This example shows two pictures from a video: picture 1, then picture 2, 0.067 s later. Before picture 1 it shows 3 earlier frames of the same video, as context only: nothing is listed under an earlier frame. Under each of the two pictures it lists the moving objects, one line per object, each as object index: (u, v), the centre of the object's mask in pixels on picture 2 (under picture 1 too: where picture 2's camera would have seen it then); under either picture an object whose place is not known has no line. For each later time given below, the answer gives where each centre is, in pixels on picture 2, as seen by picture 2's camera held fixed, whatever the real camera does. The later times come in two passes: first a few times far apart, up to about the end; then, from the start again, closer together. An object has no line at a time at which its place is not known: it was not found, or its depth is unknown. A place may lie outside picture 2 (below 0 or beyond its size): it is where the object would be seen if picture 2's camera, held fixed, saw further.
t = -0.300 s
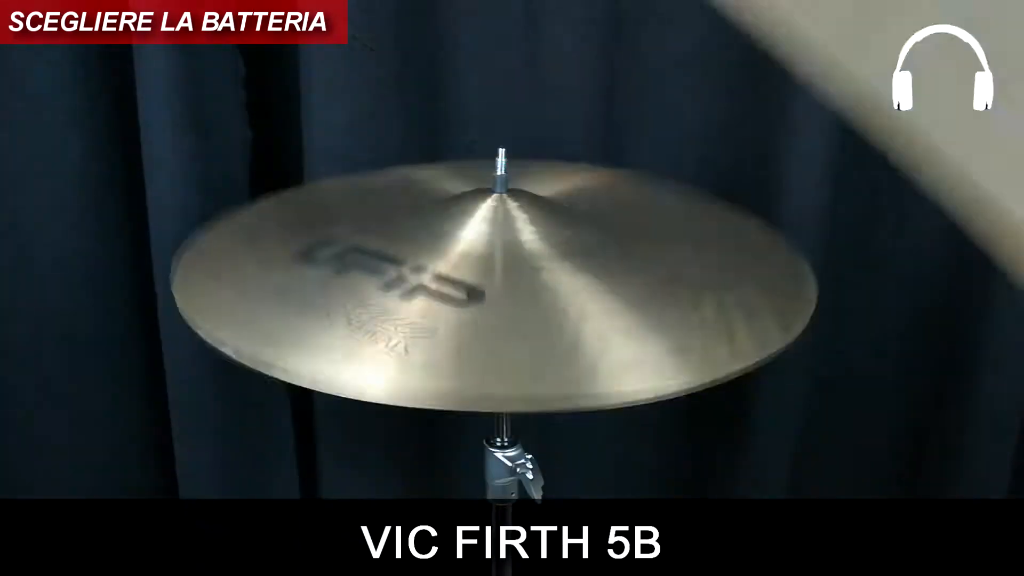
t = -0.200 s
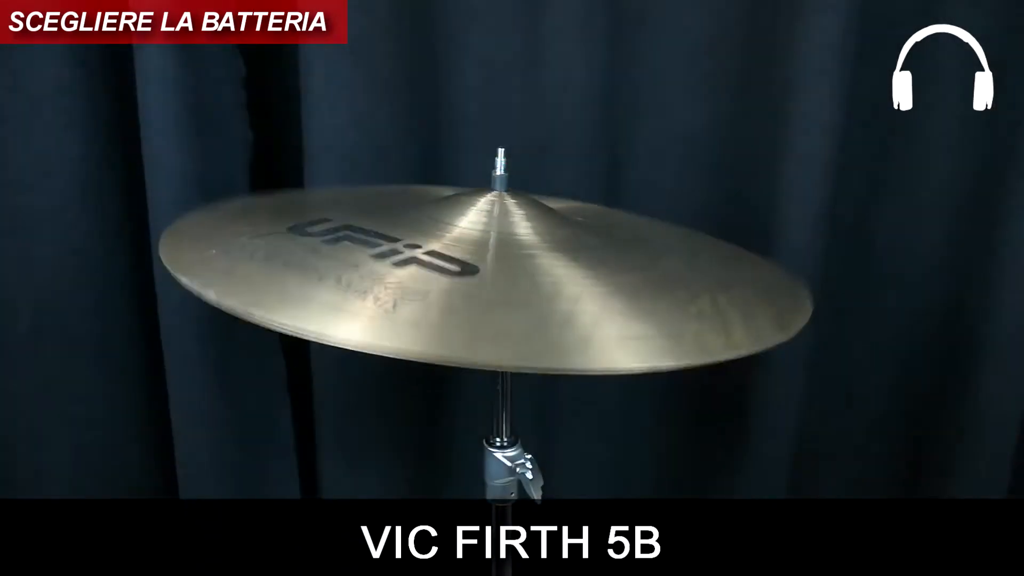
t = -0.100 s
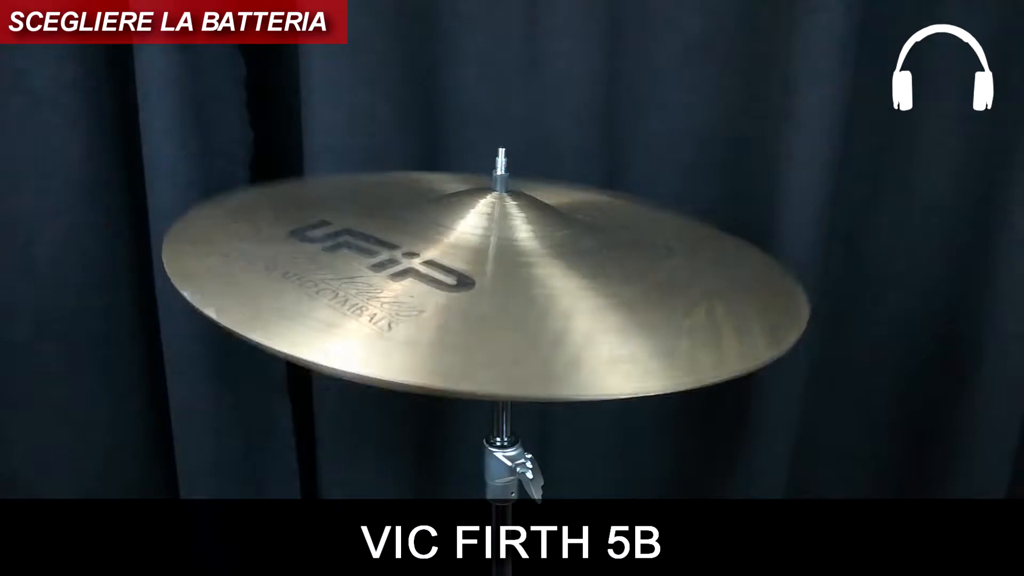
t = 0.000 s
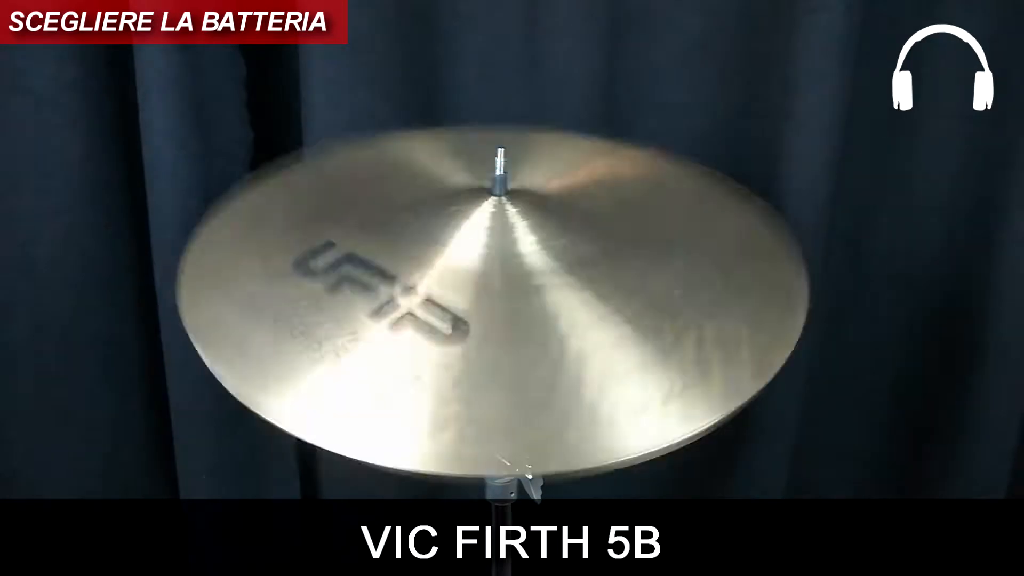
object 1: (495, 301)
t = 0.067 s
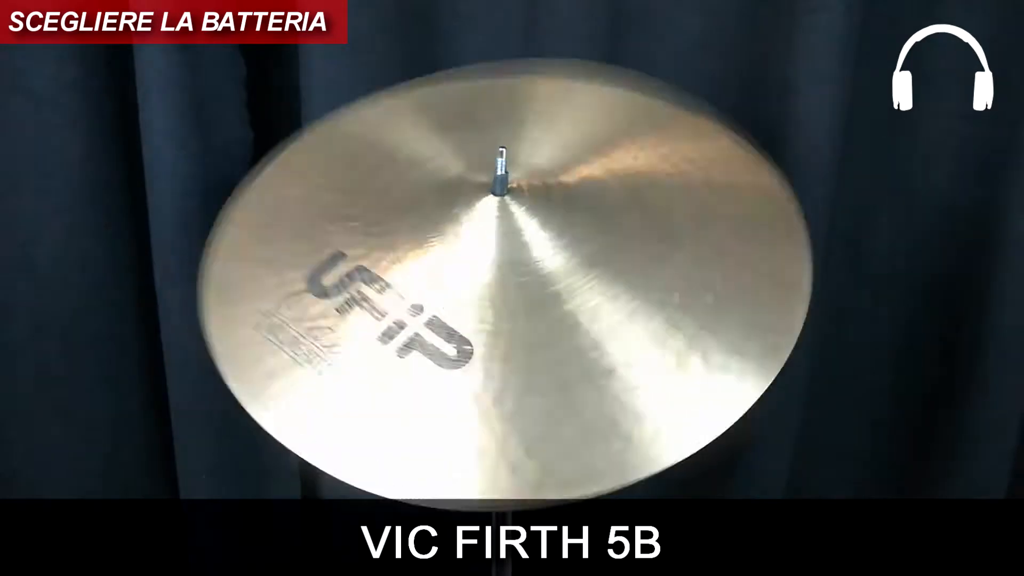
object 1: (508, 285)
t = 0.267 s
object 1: (516, 288)
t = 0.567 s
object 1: (477, 281)
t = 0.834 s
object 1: (512, 294)
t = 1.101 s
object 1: (498, 294)
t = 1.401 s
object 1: (495, 296)
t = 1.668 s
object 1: (503, 293)
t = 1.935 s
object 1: (496, 295)
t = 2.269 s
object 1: (500, 295)
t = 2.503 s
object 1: (498, 296)
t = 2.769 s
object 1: (499, 296)
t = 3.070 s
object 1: (498, 295)
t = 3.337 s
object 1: (498, 295)
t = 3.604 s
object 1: (498, 295)
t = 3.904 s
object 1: (498, 296)
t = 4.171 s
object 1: (498, 296)
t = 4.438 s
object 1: (498, 295)
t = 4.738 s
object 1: (498, 295)
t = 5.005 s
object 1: (498, 295)
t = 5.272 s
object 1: (498, 296)
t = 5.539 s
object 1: (498, 296)
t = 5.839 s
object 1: (499, 295)
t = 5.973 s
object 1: (499, 295)
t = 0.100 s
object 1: (514, 278)
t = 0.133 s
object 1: (518, 273)
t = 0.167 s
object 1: (521, 270)
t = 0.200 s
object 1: (523, 277)
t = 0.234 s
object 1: (520, 284)
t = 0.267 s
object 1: (516, 288)
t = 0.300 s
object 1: (511, 290)
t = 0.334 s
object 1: (505, 291)
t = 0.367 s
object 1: (495, 291)
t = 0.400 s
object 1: (489, 284)
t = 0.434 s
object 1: (491, 277)
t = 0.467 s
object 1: (485, 274)
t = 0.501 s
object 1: (484, 275)
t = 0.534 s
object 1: (482, 276)
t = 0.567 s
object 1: (477, 281)
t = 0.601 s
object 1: (479, 286)
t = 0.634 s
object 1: (482, 291)
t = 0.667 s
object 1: (485, 294)
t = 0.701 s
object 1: (490, 296)
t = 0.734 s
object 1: (495, 297)
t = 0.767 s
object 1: (501, 297)
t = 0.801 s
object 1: (507, 296)
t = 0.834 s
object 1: (512, 294)
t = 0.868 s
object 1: (514, 293)
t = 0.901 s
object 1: (515, 292)
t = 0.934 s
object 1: (515, 293)
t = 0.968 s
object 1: (513, 293)
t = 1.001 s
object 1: (509, 294)
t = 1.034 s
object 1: (505, 294)
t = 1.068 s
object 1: (502, 294)
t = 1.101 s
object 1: (498, 294)
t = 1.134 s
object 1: (494, 293)
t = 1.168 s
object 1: (491, 292)
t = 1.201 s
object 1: (489, 291)
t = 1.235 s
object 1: (488, 291)
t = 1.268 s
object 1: (489, 291)
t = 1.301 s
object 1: (489, 292)
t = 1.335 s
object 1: (491, 293)
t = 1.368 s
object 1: (492, 294)
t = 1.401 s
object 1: (495, 296)
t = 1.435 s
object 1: (497, 297)
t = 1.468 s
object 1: (500, 296)
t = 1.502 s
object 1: (502, 295)
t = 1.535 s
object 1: (503, 294)
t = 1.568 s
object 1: (504, 295)
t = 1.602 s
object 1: (504, 294)
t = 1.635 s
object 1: (504, 294)
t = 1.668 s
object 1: (503, 293)
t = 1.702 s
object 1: (502, 294)
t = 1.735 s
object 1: (500, 294)
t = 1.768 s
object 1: (499, 296)
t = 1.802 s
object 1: (497, 296)
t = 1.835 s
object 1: (497, 295)
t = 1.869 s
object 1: (496, 295)
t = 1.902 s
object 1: (496, 295)
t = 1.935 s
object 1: (496, 295)
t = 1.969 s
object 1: (497, 296)
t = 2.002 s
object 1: (497, 296)
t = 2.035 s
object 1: (498, 296)
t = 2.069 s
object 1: (499, 296)
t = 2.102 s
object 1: (500, 296)
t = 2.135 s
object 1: (500, 296)
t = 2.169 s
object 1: (500, 296)
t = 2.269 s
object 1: (500, 295)
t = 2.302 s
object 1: (499, 296)
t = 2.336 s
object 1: (499, 296)
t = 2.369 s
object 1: (498, 296)
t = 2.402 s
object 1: (499, 296)
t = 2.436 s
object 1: (498, 296)
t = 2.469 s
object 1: (498, 296)
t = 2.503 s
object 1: (498, 296)
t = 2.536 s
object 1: (499, 296)
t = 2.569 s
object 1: (499, 296)
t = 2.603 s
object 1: (499, 296)
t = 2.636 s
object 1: (499, 295)
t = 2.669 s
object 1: (499, 295)
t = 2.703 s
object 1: (499, 296)
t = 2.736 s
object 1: (499, 296)
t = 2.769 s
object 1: (499, 296)
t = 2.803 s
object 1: (499, 296)
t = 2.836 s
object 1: (498, 296)
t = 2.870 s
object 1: (498, 296)
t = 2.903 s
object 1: (498, 296)
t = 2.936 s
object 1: (498, 296)
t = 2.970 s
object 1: (498, 296)
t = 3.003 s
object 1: (498, 296)
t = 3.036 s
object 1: (498, 296)
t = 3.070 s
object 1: (498, 295)
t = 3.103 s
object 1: (498, 295)
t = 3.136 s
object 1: (499, 295)
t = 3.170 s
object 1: (498, 295)
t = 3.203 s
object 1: (498, 295)
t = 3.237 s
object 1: (498, 295)
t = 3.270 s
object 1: (498, 295)
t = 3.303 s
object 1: (498, 295)
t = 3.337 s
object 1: (498, 295)
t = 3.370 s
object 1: (498, 295)
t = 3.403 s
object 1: (498, 295)
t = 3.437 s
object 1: (498, 295)
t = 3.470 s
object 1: (498, 295)
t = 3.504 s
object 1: (498, 295)
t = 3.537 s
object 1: (498, 295)
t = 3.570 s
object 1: (498, 295)
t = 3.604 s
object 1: (498, 295)
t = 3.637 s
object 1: (498, 295)
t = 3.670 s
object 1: (498, 295)
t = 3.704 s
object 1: (498, 296)
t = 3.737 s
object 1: (498, 296)
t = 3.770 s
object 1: (498, 295)
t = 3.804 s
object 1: (498, 295)
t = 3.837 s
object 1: (498, 296)
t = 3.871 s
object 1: (498, 296)
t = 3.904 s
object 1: (498, 296)
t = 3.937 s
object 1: (498, 295)
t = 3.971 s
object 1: (498, 296)
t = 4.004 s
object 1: (498, 296)
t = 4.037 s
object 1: (498, 296)
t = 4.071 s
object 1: (498, 296)
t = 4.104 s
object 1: (498, 296)
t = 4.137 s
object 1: (498, 296)
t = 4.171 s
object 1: (498, 296)
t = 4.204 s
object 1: (498, 295)
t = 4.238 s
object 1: (498, 296)
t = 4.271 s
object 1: (498, 295)
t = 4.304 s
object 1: (498, 296)
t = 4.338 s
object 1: (498, 295)
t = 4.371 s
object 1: (498, 295)
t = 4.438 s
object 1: (498, 295)
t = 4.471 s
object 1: (498, 295)
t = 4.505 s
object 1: (498, 295)
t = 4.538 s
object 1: (498, 295)
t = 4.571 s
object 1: (498, 295)
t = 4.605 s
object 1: (498, 295)
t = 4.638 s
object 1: (498, 295)
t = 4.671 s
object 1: (498, 295)
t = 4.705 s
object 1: (498, 295)
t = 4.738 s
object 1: (498, 295)
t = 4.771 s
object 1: (498, 295)
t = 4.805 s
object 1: (498, 295)
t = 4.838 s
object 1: (498, 295)
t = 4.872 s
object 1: (498, 295)
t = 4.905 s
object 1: (498, 295)
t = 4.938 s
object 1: (498, 295)
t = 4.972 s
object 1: (498, 295)
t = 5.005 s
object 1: (498, 295)
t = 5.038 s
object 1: (498, 295)
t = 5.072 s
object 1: (498, 295)
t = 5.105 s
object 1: (498, 295)
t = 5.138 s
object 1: (498, 295)
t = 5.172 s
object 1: (498, 295)
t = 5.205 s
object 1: (498, 295)
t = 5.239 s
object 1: (498, 295)
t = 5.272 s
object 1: (498, 296)
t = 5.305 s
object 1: (498, 295)
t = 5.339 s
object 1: (498, 296)
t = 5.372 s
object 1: (498, 295)
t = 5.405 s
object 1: (498, 296)
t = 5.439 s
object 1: (498, 296)
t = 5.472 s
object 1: (498, 296)
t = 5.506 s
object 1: (498, 295)
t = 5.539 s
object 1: (498, 296)
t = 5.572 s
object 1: (498, 295)
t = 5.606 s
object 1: (498, 296)
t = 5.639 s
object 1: (498, 295)
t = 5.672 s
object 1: (498, 296)
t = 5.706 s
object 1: (499, 295)
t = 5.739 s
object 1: (498, 295)
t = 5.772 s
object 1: (498, 295)
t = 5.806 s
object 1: (498, 295)
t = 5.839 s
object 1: (499, 295)
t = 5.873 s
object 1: (498, 295)
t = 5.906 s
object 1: (498, 295)
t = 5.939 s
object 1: (498, 295)
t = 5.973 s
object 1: (499, 295)
